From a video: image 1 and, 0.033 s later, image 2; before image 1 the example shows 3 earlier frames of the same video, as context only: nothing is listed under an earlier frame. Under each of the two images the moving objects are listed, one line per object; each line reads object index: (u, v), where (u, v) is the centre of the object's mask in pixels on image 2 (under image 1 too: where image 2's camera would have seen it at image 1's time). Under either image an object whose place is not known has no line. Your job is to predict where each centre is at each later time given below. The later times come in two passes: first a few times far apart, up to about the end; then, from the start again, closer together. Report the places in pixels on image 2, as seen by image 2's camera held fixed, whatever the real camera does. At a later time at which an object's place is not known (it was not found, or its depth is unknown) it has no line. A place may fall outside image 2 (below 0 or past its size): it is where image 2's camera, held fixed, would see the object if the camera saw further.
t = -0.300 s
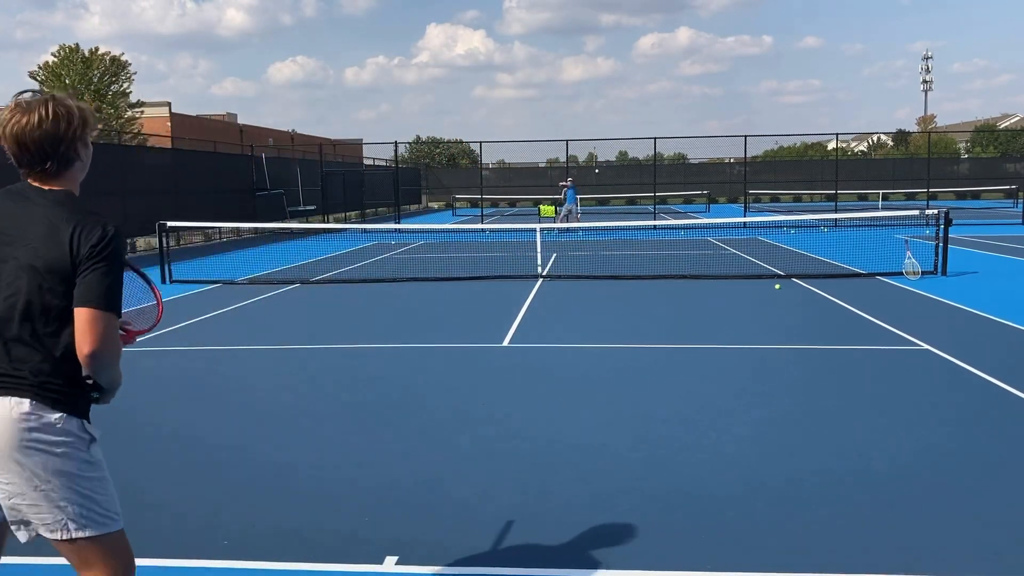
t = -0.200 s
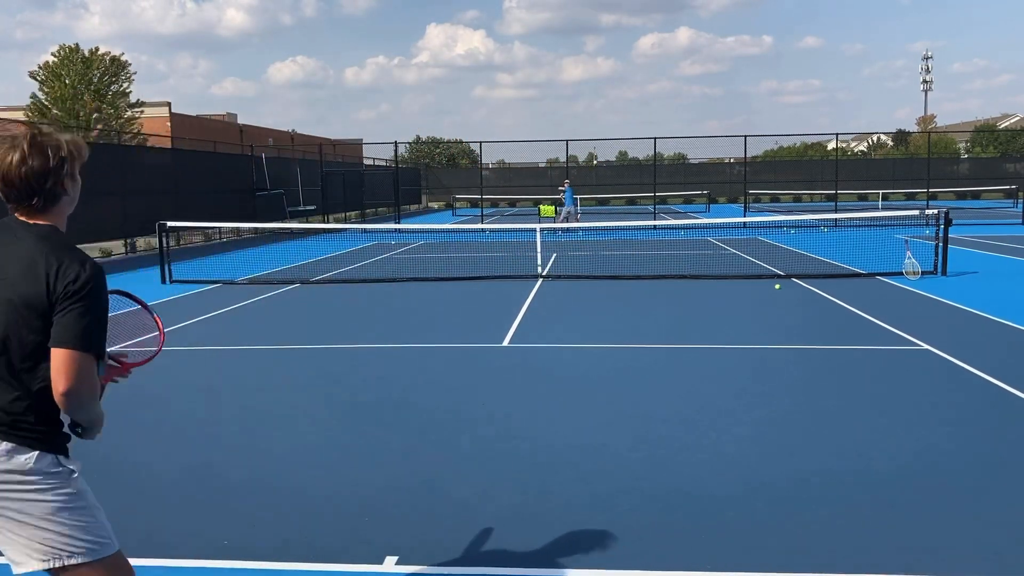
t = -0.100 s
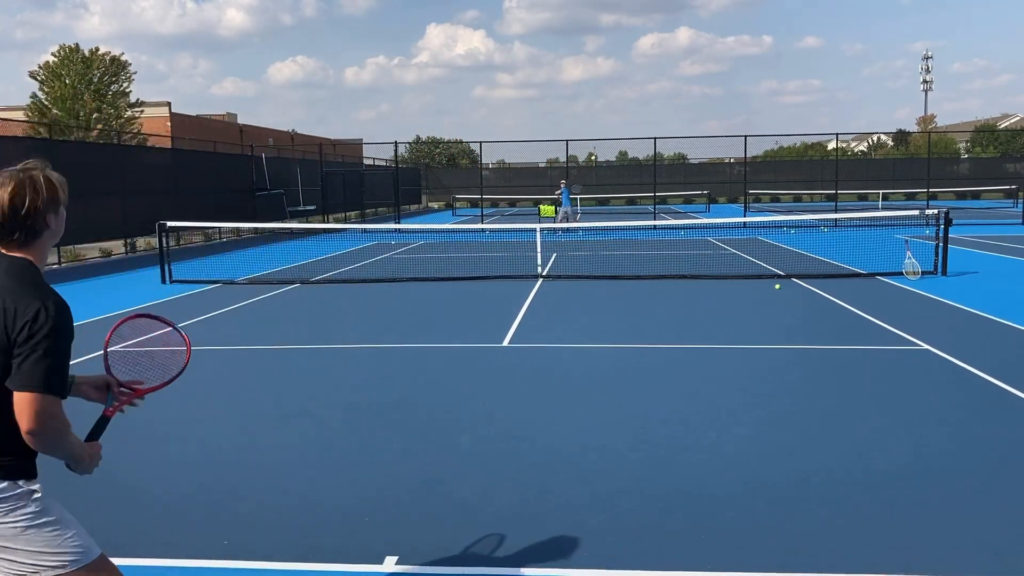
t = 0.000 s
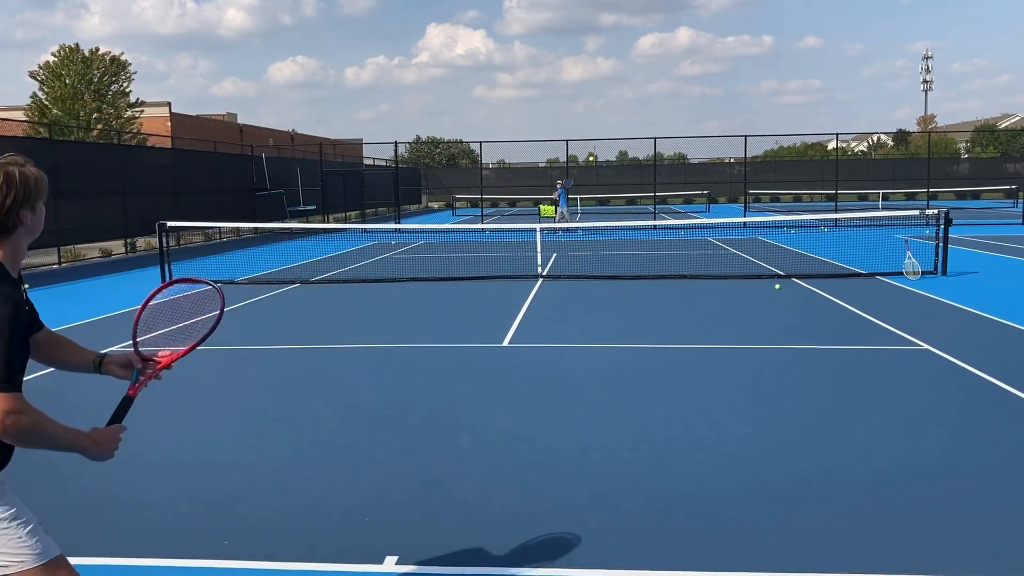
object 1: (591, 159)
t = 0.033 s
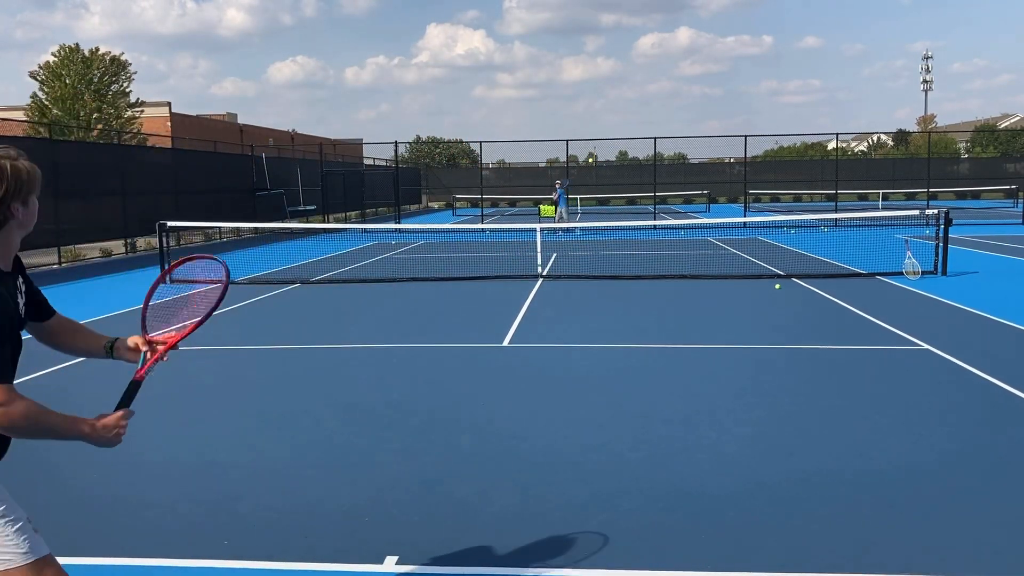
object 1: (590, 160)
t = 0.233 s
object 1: (584, 194)
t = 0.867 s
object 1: (526, 353)
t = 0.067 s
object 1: (589, 163)
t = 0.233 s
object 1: (584, 194)
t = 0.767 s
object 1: (543, 350)
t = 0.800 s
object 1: (538, 348)
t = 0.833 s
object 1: (532, 349)
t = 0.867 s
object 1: (526, 353)
